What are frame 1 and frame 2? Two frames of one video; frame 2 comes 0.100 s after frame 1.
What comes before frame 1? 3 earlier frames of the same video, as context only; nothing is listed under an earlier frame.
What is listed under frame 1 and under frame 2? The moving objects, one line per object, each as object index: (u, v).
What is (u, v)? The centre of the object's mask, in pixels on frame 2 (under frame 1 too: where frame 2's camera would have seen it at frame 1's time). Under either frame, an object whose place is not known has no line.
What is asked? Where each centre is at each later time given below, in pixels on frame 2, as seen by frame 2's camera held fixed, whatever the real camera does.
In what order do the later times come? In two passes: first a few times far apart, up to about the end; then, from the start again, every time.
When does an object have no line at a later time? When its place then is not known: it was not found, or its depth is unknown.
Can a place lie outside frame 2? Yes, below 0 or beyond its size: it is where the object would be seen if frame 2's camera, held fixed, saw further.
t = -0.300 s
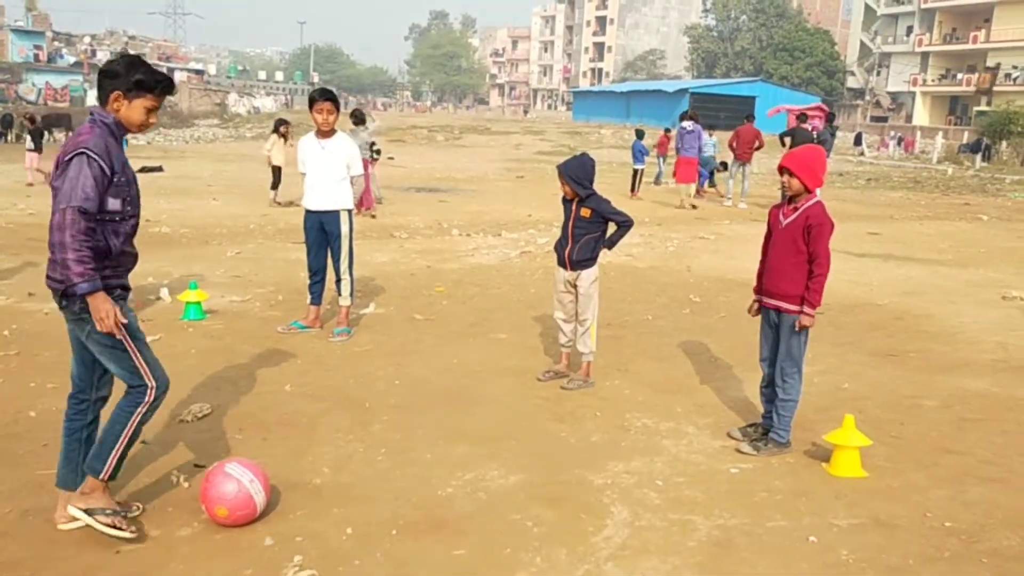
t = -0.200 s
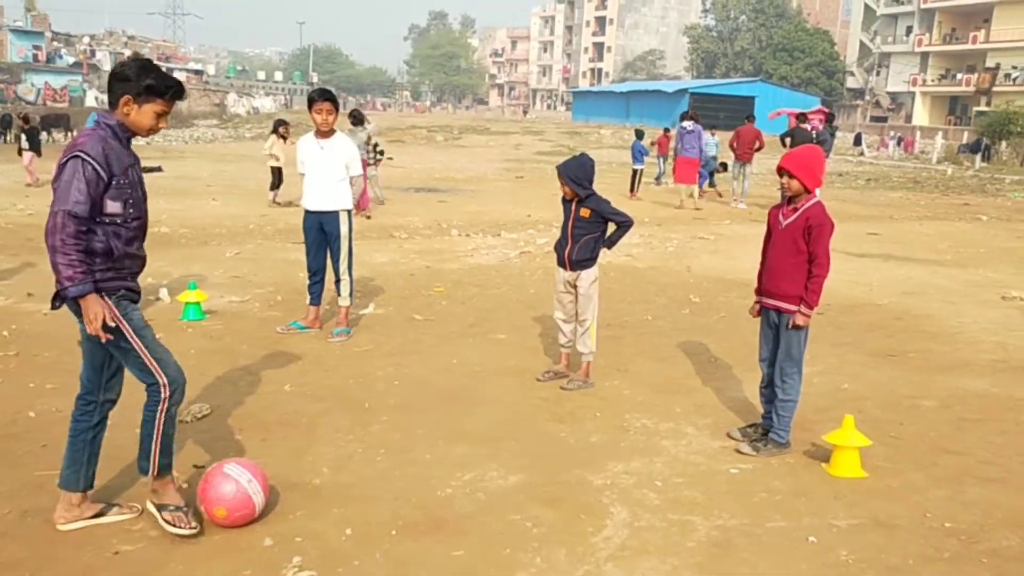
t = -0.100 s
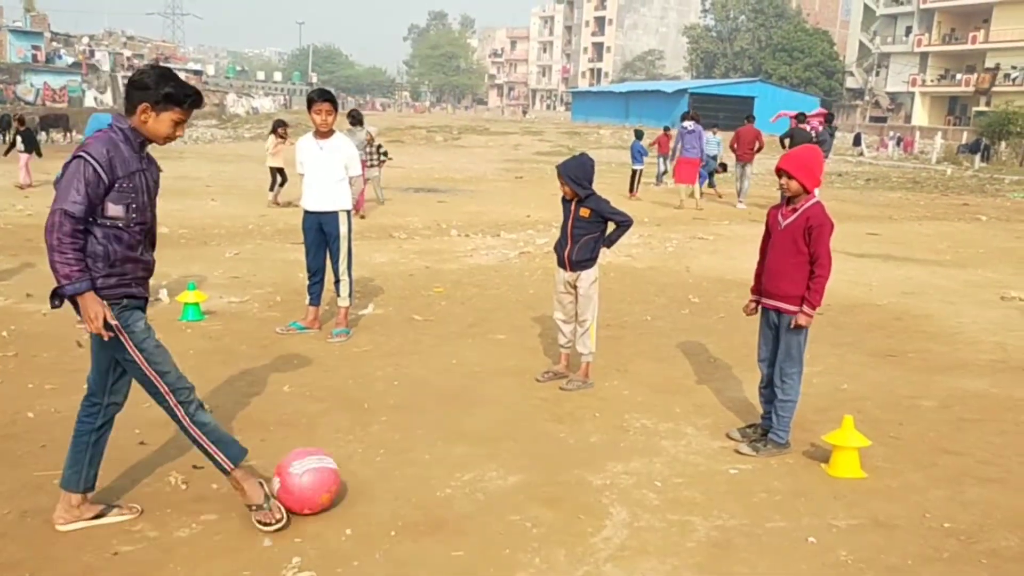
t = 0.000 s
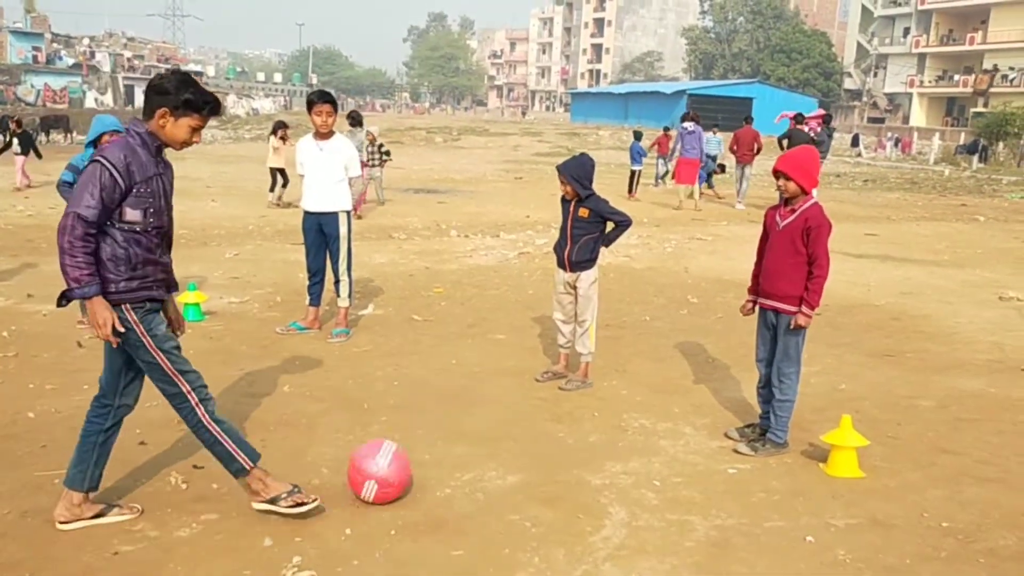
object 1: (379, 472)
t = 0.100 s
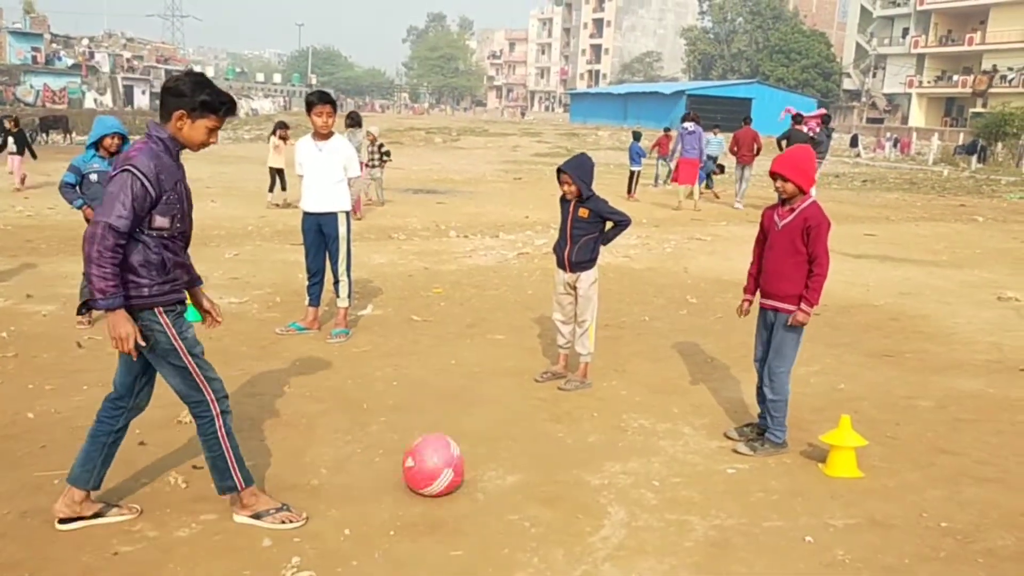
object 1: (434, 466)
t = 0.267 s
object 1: (493, 457)
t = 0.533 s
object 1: (563, 440)
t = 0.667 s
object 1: (593, 434)
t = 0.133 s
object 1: (448, 465)
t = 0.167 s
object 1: (460, 463)
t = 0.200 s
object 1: (471, 461)
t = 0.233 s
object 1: (482, 459)
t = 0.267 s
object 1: (493, 457)
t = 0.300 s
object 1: (503, 455)
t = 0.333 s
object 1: (513, 453)
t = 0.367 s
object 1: (522, 451)
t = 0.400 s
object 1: (532, 448)
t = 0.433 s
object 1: (540, 446)
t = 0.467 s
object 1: (547, 444)
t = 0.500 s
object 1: (555, 442)
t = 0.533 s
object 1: (563, 440)
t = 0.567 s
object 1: (571, 438)
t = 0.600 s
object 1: (578, 436)
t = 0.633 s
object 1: (585, 435)
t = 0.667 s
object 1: (593, 434)
